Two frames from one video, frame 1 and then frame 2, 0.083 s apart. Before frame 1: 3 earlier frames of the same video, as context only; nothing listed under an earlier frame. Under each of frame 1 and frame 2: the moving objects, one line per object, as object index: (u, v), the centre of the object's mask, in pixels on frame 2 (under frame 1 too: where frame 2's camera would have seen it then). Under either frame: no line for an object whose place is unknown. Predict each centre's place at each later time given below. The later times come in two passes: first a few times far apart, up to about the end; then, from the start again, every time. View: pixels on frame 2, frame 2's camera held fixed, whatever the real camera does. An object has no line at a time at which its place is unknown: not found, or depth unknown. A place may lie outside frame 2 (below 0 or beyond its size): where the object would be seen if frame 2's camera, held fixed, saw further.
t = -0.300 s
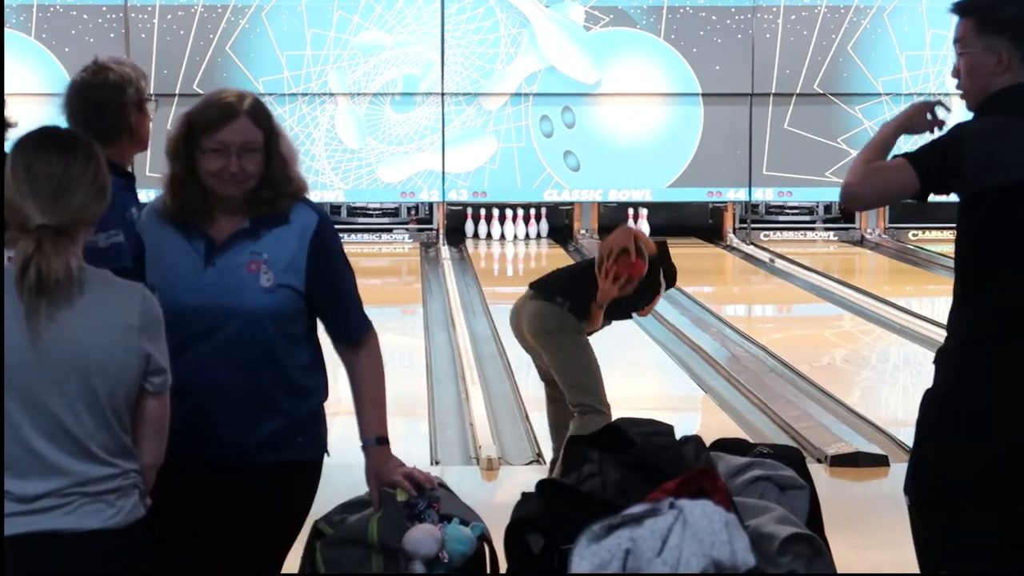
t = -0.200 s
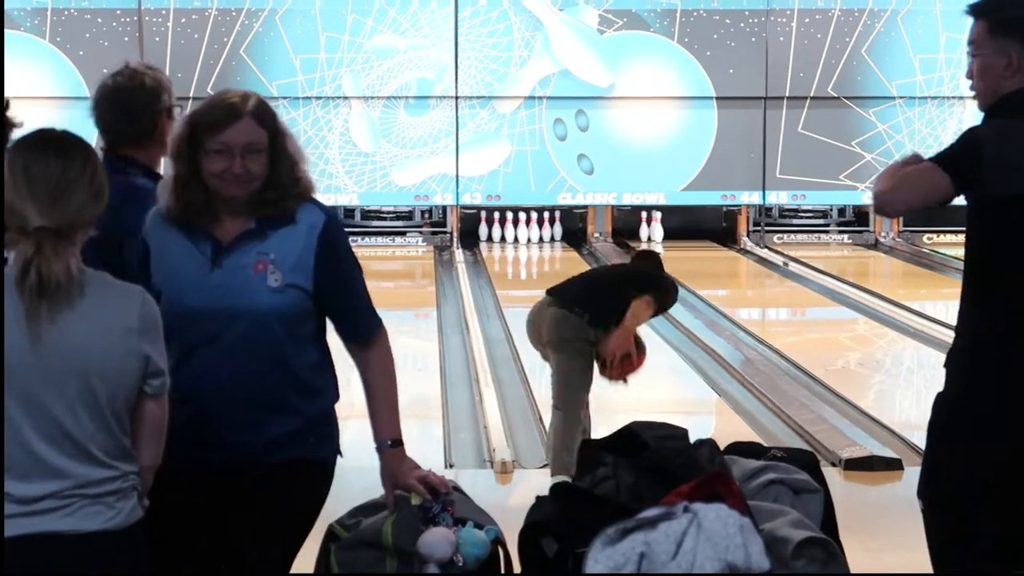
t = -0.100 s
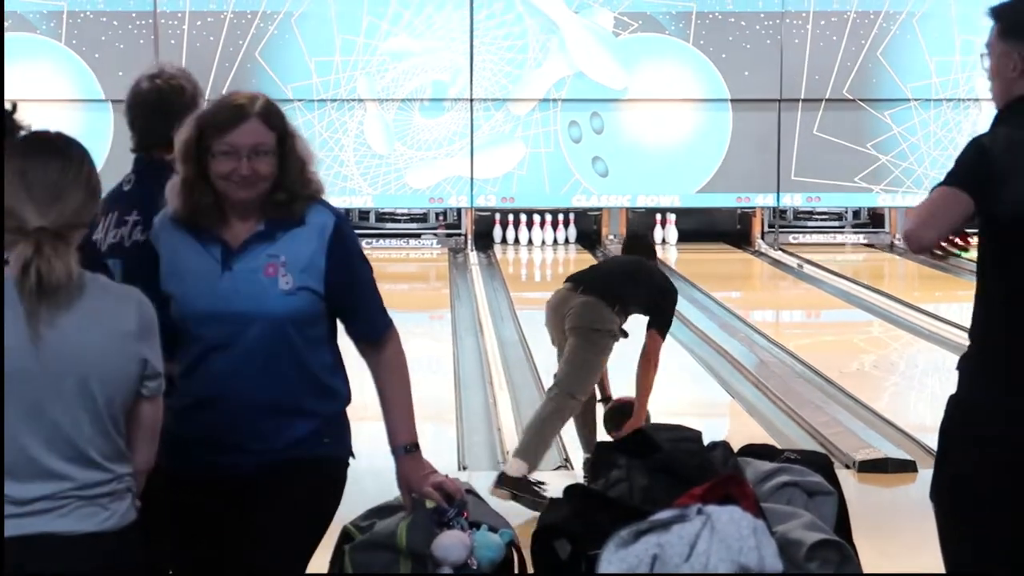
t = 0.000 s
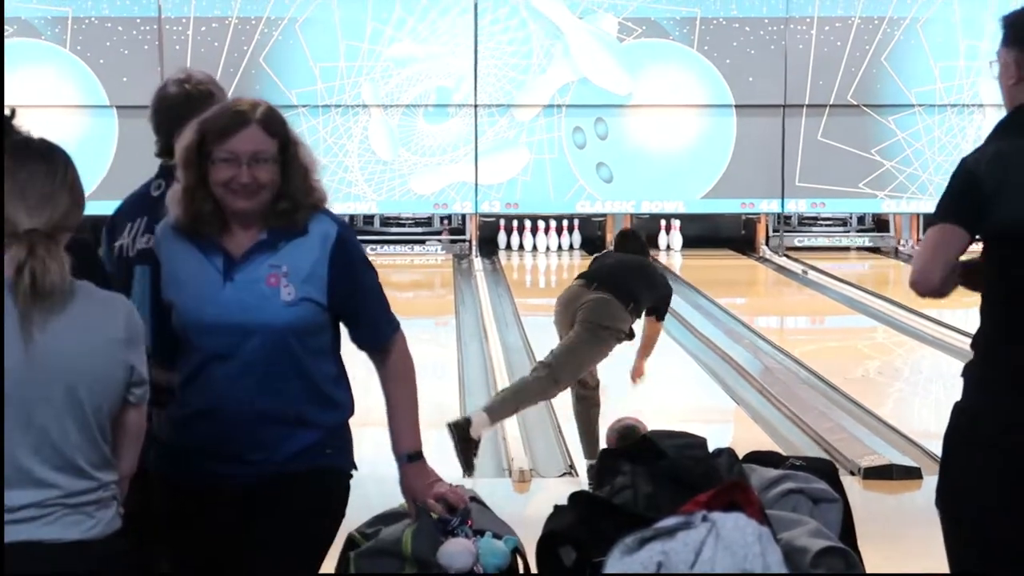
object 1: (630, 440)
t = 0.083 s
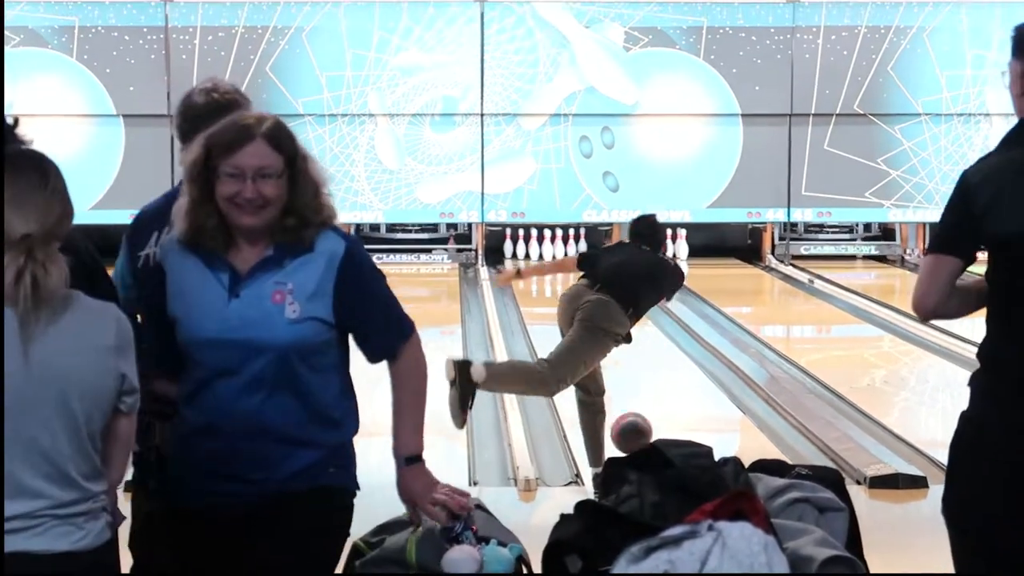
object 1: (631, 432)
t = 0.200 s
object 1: (628, 413)
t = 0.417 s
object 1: (625, 382)
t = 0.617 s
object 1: (622, 359)
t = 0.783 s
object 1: (623, 345)
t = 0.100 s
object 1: (631, 430)
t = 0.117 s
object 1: (631, 427)
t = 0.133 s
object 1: (630, 425)
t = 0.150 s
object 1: (630, 422)
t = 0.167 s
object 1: (629, 419)
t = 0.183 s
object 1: (629, 416)
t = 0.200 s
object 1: (628, 413)
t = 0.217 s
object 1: (628, 411)
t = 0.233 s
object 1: (627, 408)
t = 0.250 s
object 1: (627, 406)
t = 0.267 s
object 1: (627, 403)
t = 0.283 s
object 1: (627, 401)
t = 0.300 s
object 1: (627, 398)
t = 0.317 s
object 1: (627, 396)
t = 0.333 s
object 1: (627, 393)
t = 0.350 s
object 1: (626, 391)
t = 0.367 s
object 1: (626, 388)
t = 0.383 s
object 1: (625, 386)
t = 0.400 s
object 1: (625, 384)
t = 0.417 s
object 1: (625, 382)
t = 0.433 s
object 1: (624, 380)
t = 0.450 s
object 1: (624, 377)
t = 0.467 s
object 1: (624, 375)
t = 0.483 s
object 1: (623, 373)
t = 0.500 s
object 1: (623, 372)
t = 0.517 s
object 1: (623, 370)
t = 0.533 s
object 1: (622, 368)
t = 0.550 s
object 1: (622, 366)
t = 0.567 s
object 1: (622, 364)
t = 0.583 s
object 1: (622, 363)
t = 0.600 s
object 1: (622, 361)
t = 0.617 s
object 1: (622, 359)
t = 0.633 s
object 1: (622, 358)
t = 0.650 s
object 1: (622, 356)
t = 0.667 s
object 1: (622, 355)
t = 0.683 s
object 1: (622, 353)
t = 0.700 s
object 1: (622, 352)
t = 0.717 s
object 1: (622, 350)
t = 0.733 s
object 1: (622, 349)
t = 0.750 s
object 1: (623, 347)
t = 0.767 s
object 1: (622, 346)
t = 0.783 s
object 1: (623, 345)
